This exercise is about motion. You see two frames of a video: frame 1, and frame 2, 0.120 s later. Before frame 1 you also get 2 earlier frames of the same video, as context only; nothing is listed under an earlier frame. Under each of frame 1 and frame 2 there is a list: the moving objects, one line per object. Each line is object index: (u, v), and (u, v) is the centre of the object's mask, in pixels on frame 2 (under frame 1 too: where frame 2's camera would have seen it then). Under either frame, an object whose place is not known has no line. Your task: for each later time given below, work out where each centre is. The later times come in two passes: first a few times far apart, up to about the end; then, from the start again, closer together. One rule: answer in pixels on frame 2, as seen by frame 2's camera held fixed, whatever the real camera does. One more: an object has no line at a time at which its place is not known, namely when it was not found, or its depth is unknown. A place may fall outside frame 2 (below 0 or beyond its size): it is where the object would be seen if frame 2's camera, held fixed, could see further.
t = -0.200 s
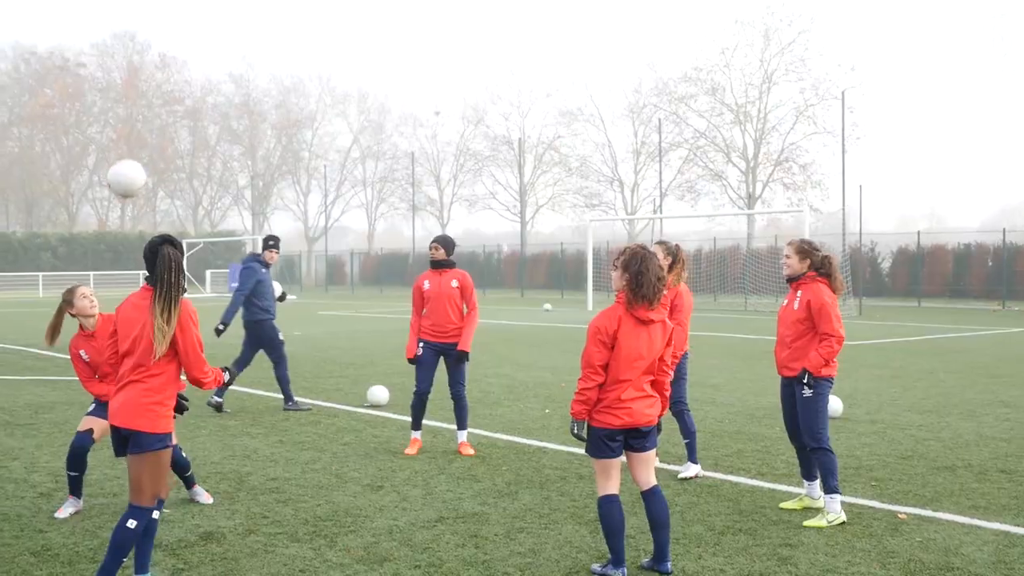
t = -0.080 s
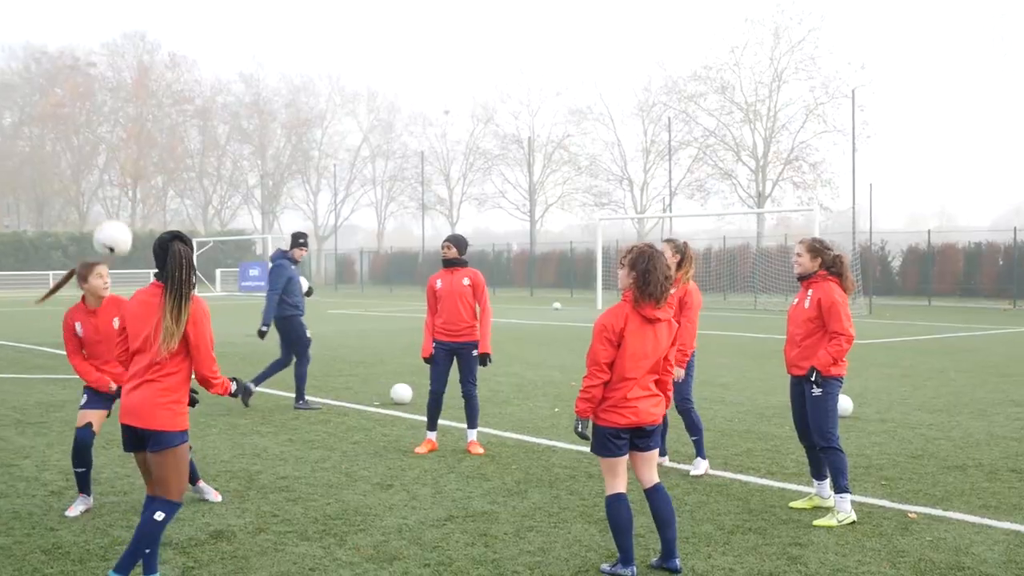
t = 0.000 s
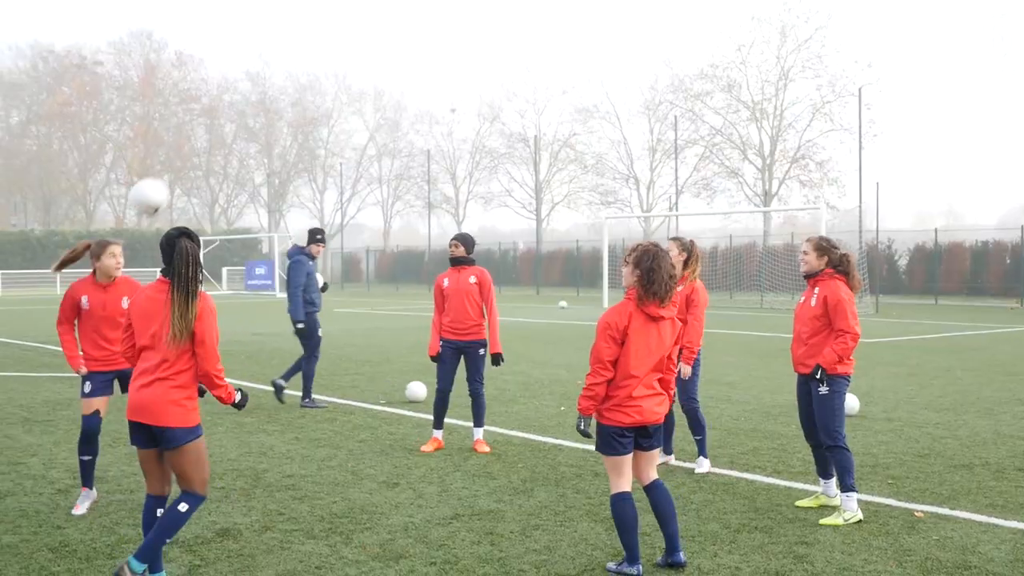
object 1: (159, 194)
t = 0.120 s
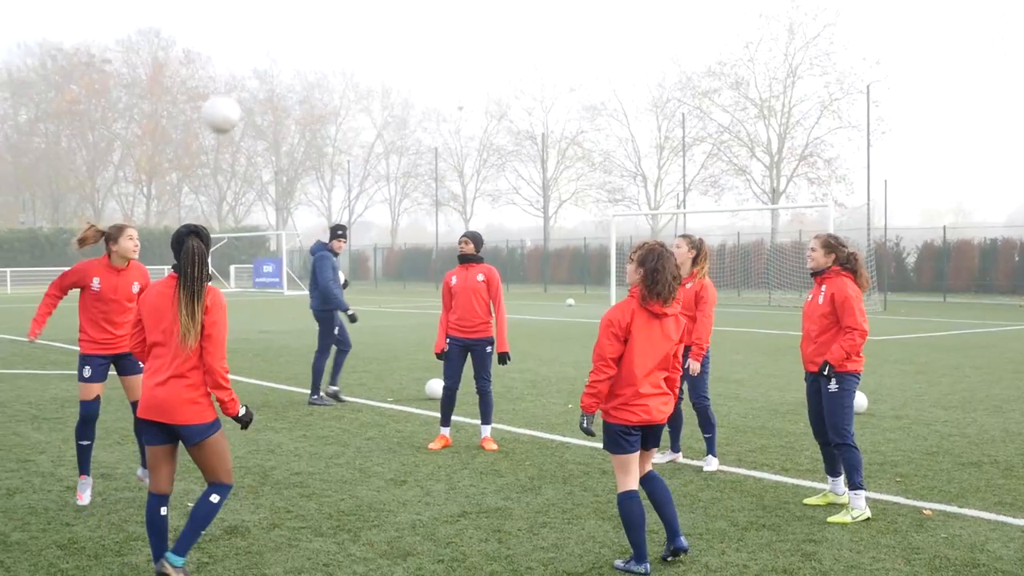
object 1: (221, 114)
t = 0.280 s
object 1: (304, 44)
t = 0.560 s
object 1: (463, 17)
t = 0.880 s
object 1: (650, 153)
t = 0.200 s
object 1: (261, 76)
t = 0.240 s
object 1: (282, 59)
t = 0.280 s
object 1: (304, 44)
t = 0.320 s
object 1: (326, 32)
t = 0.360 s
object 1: (348, 22)
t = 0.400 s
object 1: (372, 16)
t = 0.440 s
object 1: (395, 14)
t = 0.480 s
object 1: (418, 13)
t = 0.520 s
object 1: (440, 14)
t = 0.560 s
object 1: (463, 17)
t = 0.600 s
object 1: (486, 22)
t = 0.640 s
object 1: (508, 34)
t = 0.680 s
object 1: (531, 47)
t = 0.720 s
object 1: (554, 64)
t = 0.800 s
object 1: (601, 107)
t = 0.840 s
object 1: (623, 131)
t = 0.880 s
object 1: (650, 153)
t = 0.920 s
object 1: (674, 187)
